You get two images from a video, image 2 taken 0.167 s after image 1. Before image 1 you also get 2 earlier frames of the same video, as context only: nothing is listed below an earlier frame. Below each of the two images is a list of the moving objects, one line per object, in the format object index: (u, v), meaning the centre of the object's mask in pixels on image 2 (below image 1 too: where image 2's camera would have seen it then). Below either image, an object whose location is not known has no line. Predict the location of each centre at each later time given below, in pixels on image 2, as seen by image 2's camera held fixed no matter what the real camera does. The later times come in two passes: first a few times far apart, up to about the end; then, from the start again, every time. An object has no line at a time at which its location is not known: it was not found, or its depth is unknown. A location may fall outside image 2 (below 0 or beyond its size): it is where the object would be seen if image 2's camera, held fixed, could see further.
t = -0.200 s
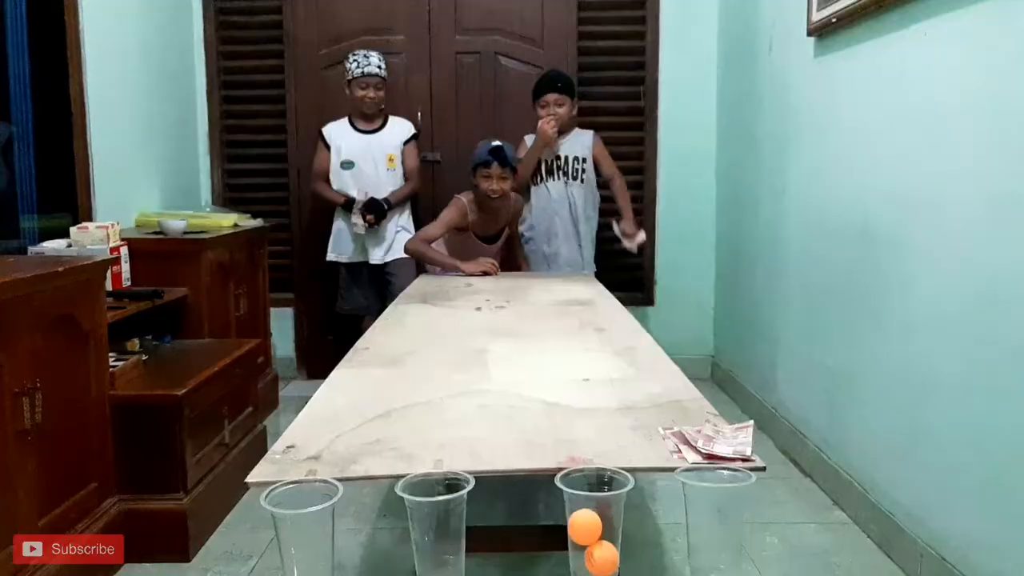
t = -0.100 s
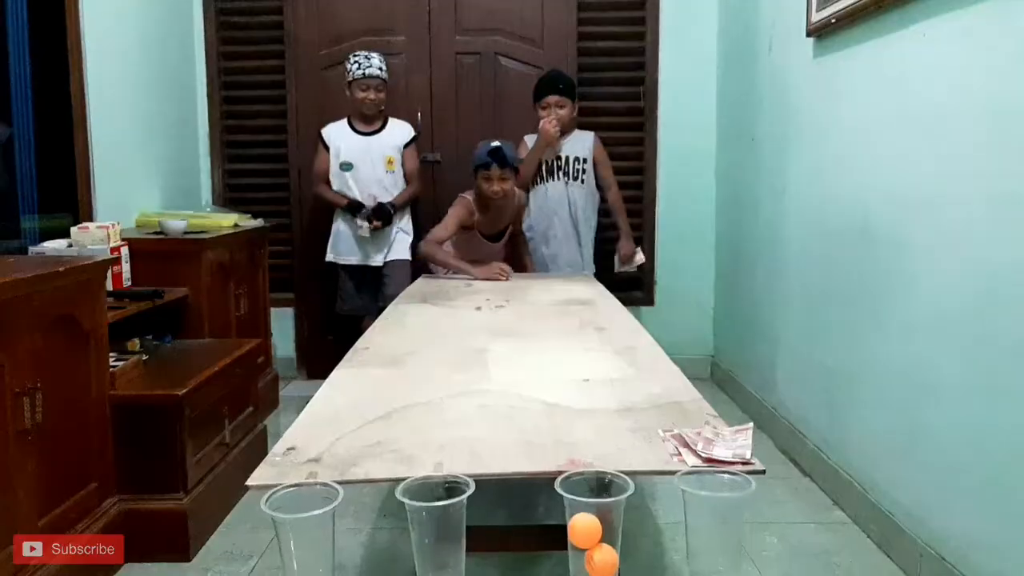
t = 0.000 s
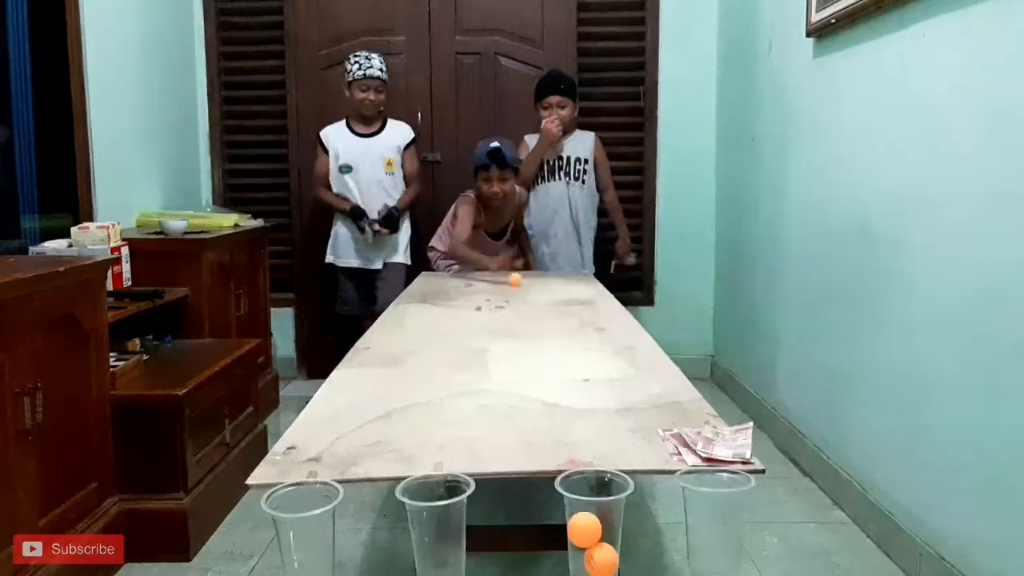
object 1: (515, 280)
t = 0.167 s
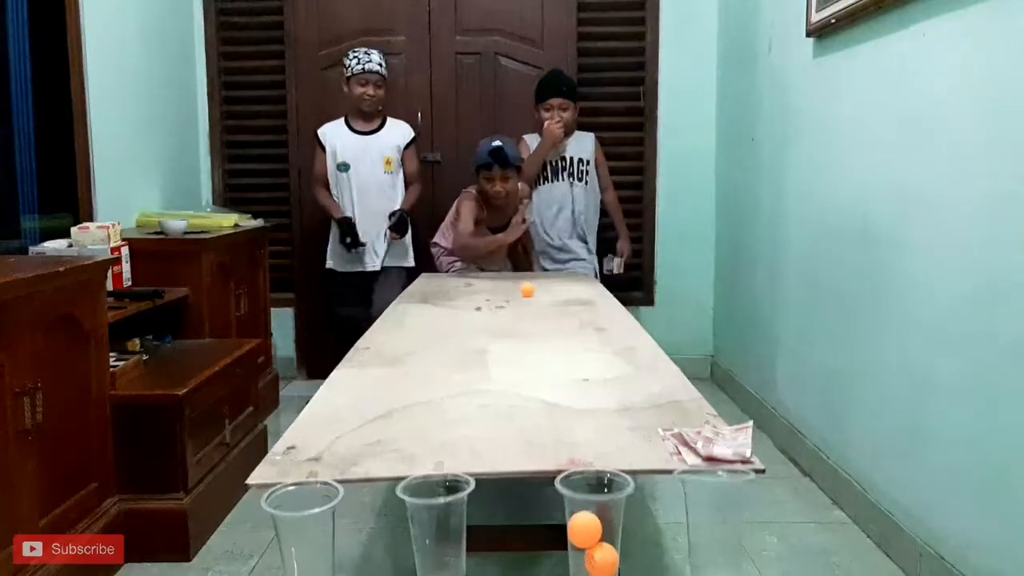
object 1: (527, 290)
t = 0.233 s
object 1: (532, 294)
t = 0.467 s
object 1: (548, 312)
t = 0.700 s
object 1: (567, 333)
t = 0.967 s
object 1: (591, 369)
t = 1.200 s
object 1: (616, 414)
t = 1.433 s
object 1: (649, 484)
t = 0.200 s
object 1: (529, 292)
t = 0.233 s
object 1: (532, 294)
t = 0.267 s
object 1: (534, 296)
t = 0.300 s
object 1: (536, 299)
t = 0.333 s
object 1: (539, 302)
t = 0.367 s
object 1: (541, 304)
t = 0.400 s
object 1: (543, 307)
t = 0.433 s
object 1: (545, 309)
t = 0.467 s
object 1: (548, 312)
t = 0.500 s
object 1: (552, 314)
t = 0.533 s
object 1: (554, 317)
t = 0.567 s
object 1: (557, 319)
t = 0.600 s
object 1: (559, 323)
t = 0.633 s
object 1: (561, 327)
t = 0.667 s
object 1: (565, 330)
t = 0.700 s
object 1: (567, 333)
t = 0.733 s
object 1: (570, 337)
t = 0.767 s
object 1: (573, 340)
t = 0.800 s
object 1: (576, 344)
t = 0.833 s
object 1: (579, 347)
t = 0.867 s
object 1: (582, 352)
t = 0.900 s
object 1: (584, 357)
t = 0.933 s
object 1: (588, 362)
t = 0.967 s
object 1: (591, 369)
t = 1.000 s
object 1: (594, 374)
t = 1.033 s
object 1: (597, 380)
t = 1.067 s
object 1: (601, 386)
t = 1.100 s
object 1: (605, 392)
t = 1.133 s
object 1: (608, 400)
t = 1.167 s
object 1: (612, 406)
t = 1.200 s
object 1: (616, 414)
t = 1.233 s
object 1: (620, 420)
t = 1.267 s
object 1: (624, 423)
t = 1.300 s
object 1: (628, 430)
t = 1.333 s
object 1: (632, 439)
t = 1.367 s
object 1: (636, 451)
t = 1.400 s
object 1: (642, 466)
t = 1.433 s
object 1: (649, 484)
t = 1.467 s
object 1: (659, 510)
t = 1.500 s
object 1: (669, 548)
